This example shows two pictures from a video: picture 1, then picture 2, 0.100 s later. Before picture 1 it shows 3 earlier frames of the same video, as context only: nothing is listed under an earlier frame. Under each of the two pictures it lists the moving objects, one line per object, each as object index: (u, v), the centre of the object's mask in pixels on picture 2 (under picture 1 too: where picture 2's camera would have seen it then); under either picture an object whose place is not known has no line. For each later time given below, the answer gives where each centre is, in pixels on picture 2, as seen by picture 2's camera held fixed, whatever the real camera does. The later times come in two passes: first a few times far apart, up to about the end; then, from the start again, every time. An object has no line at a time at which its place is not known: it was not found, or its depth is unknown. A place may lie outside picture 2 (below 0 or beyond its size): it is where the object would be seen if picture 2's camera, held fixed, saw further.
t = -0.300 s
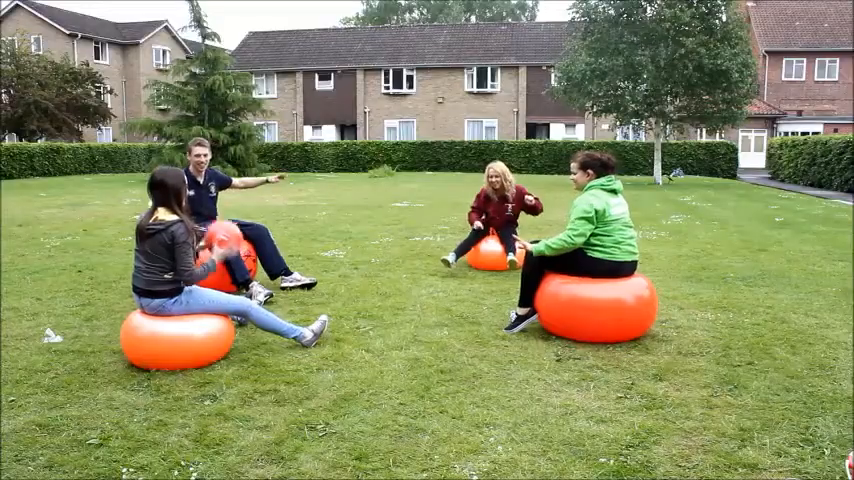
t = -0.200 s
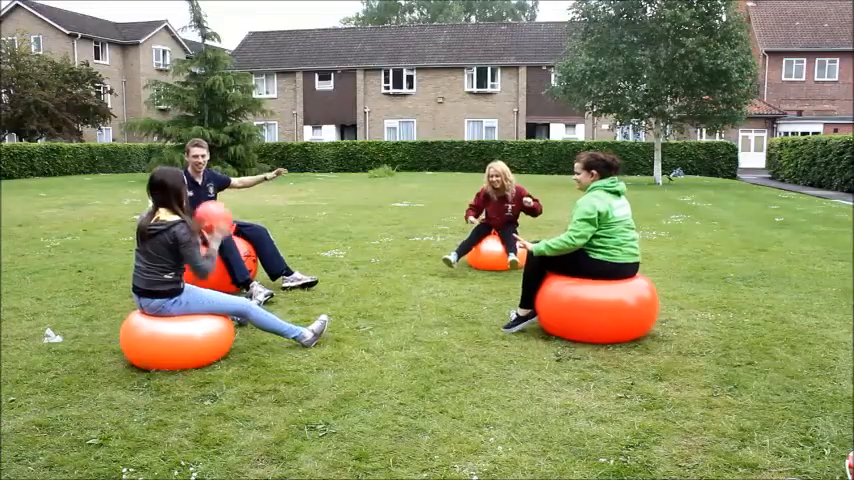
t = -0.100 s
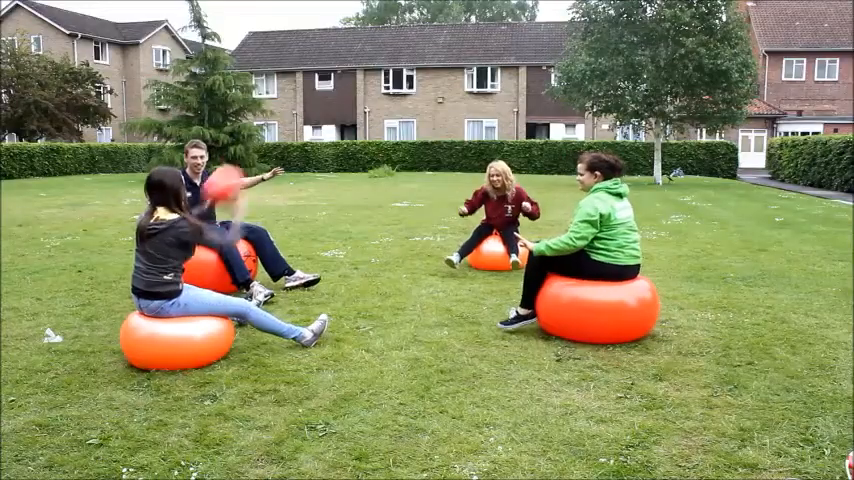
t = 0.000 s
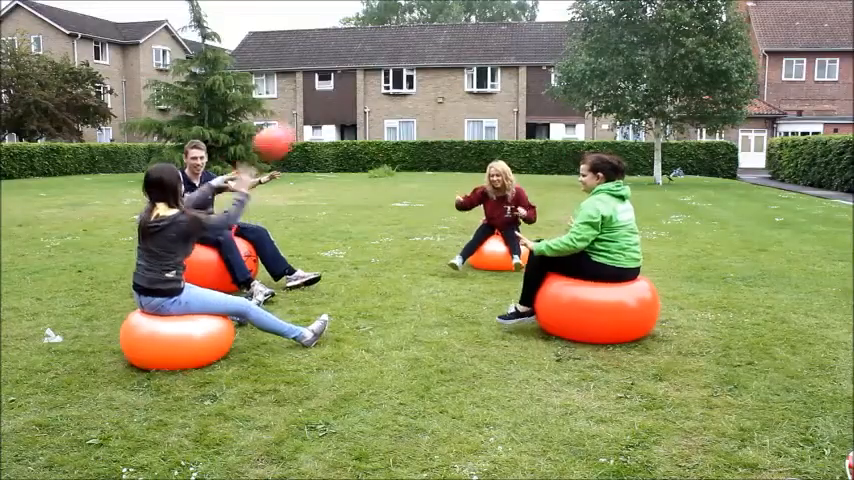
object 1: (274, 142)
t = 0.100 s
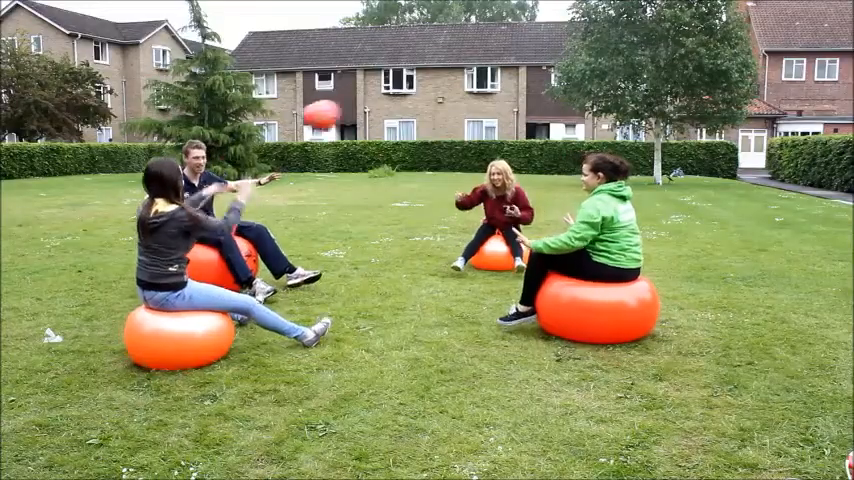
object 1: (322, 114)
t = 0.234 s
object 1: (374, 108)
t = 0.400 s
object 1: (428, 132)
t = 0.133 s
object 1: (335, 110)
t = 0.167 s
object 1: (347, 109)
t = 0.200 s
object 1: (361, 107)
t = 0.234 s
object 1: (374, 108)
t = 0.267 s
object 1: (384, 110)
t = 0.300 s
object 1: (397, 113)
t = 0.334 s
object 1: (407, 118)
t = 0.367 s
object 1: (417, 124)
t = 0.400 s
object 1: (428, 132)
